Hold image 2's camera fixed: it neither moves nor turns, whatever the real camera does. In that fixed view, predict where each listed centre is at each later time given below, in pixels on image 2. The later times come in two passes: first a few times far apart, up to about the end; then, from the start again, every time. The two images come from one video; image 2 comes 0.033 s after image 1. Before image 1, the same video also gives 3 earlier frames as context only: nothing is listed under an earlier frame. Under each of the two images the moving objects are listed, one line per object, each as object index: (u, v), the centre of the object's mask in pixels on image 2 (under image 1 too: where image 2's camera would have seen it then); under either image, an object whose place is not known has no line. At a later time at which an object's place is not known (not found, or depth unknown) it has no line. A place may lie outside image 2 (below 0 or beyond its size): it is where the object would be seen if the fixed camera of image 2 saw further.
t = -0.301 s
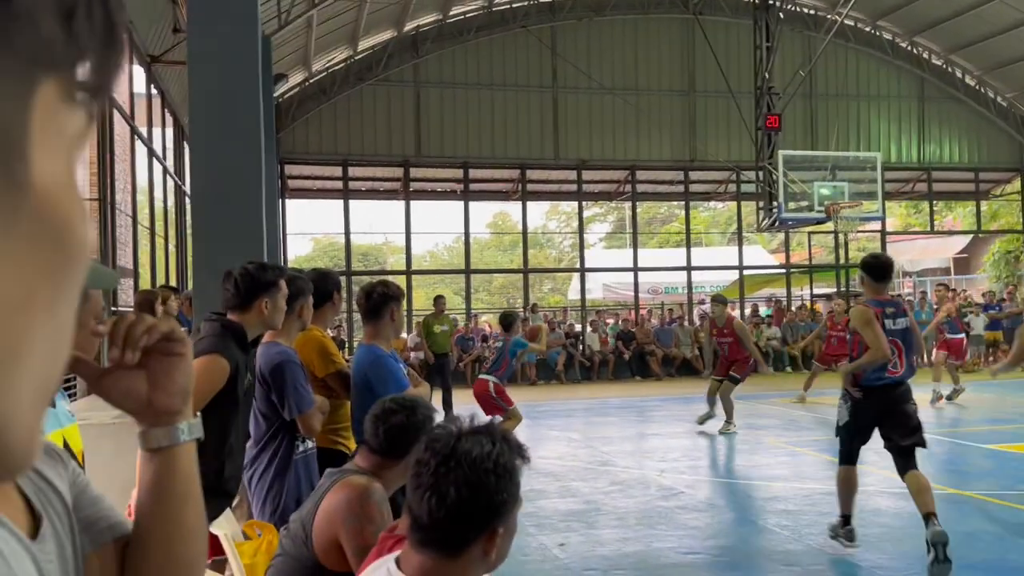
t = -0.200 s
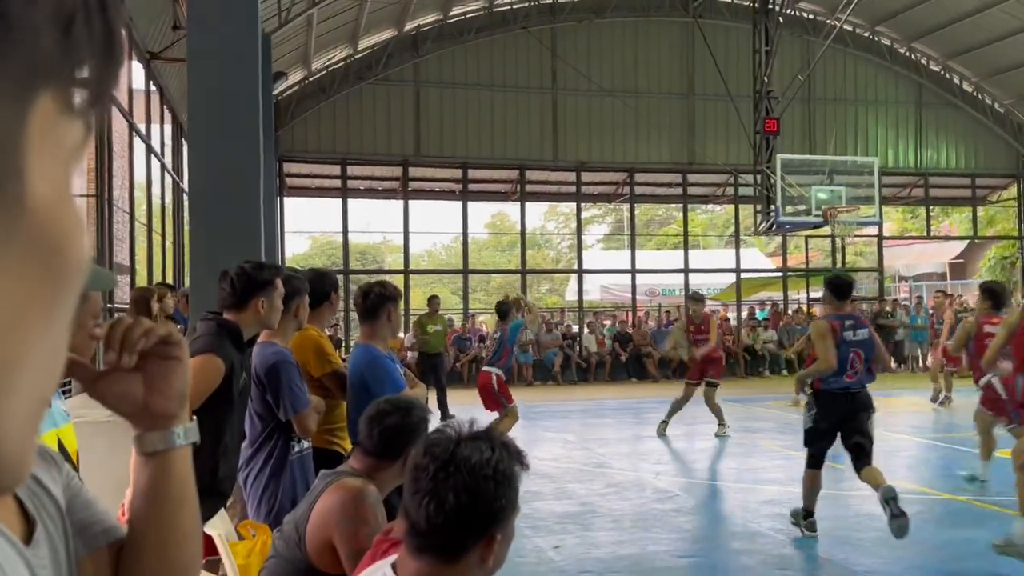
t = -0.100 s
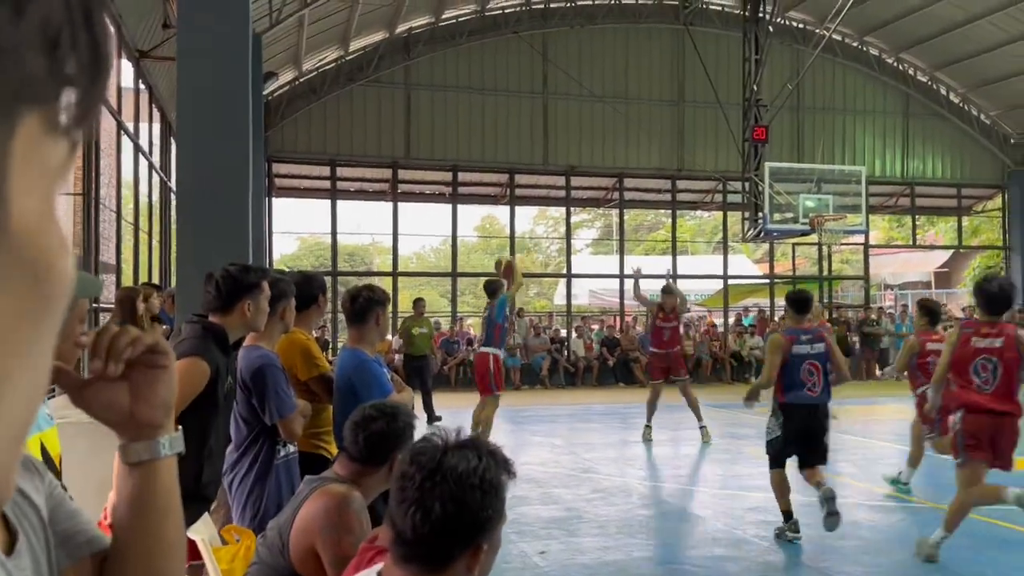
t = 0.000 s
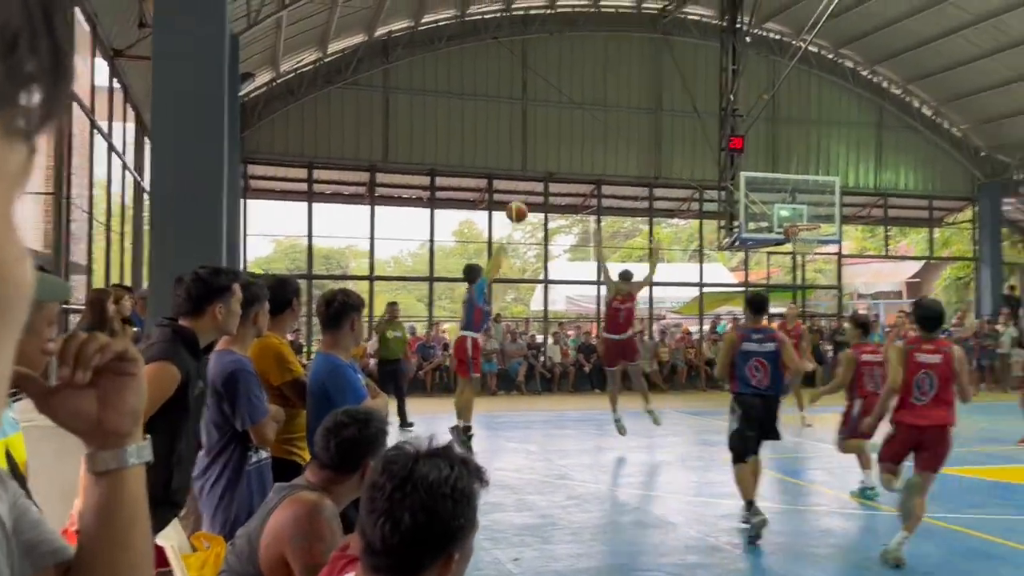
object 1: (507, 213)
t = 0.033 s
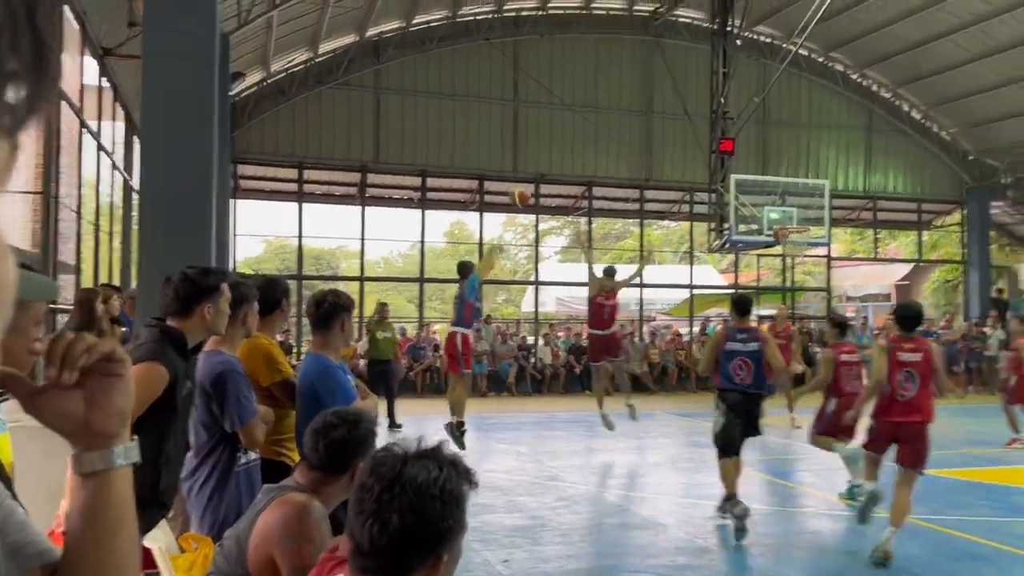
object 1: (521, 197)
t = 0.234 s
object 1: (589, 125)
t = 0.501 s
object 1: (664, 91)
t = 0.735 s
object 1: (718, 108)
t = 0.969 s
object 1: (762, 155)
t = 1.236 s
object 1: (804, 232)
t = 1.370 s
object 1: (826, 254)
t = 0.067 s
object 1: (532, 181)
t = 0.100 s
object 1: (544, 166)
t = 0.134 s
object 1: (556, 154)
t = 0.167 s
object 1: (568, 143)
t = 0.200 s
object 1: (580, 134)
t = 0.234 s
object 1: (589, 125)
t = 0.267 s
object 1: (600, 117)
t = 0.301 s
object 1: (610, 111)
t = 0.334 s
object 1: (621, 105)
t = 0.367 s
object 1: (629, 100)
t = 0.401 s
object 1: (639, 96)
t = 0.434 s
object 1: (647, 94)
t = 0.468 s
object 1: (656, 92)
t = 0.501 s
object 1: (664, 91)
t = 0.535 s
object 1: (673, 91)
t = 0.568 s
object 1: (680, 92)
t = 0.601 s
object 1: (688, 94)
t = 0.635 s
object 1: (695, 96)
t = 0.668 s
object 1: (703, 99)
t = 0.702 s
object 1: (710, 103)
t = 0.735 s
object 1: (718, 108)
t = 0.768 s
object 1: (724, 113)
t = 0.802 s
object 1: (730, 118)
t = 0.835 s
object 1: (738, 125)
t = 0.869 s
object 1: (743, 131)
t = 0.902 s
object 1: (750, 139)
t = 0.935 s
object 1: (756, 147)
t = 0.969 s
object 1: (762, 155)
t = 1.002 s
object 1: (767, 165)
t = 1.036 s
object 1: (773, 174)
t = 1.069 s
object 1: (781, 184)
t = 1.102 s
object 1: (784, 195)
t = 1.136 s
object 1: (789, 207)
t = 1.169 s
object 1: (795, 218)
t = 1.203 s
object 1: (801, 227)
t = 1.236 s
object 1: (804, 232)
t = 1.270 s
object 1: (809, 236)
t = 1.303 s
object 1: (814, 240)
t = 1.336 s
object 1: (822, 248)
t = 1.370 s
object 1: (826, 254)
